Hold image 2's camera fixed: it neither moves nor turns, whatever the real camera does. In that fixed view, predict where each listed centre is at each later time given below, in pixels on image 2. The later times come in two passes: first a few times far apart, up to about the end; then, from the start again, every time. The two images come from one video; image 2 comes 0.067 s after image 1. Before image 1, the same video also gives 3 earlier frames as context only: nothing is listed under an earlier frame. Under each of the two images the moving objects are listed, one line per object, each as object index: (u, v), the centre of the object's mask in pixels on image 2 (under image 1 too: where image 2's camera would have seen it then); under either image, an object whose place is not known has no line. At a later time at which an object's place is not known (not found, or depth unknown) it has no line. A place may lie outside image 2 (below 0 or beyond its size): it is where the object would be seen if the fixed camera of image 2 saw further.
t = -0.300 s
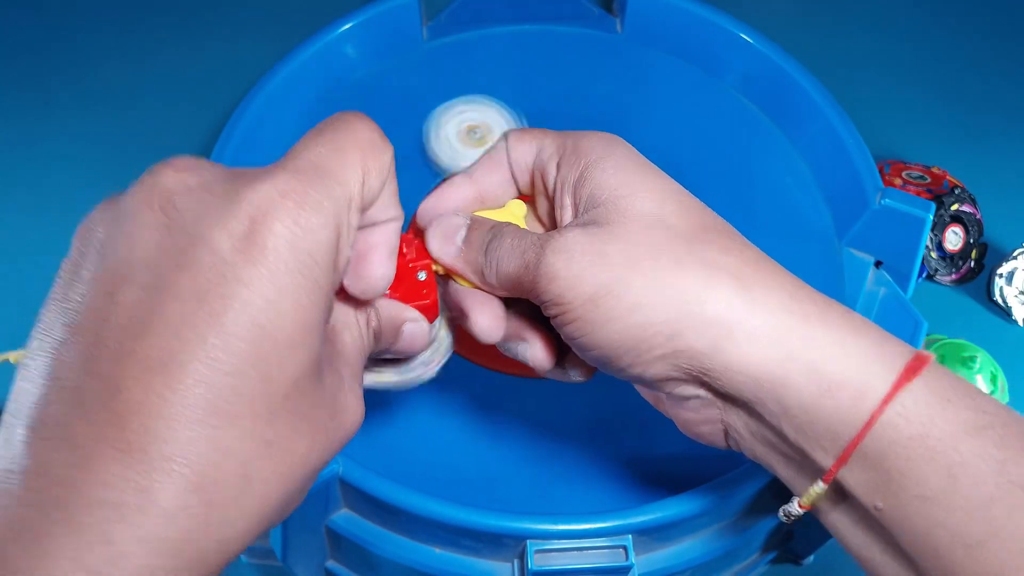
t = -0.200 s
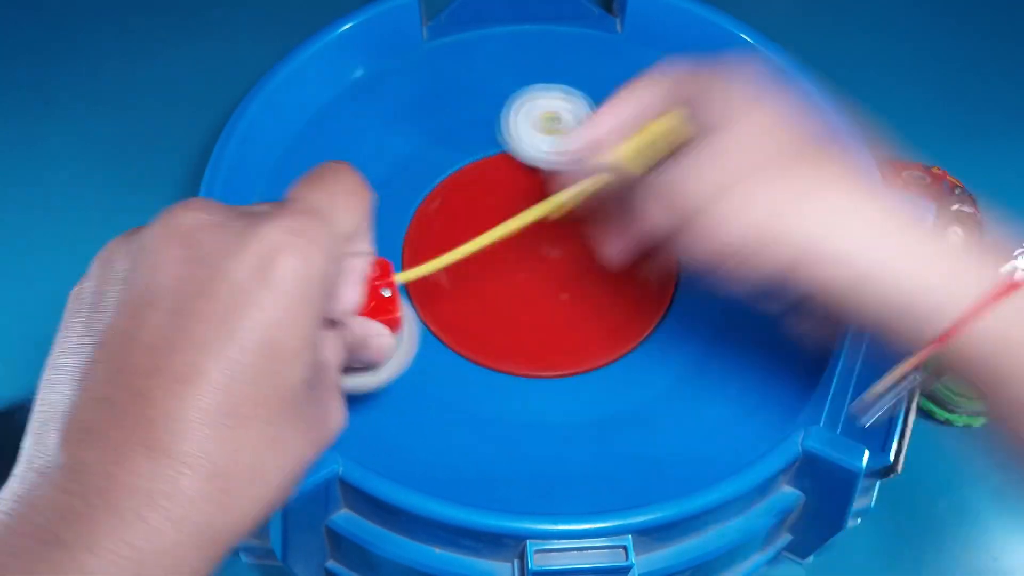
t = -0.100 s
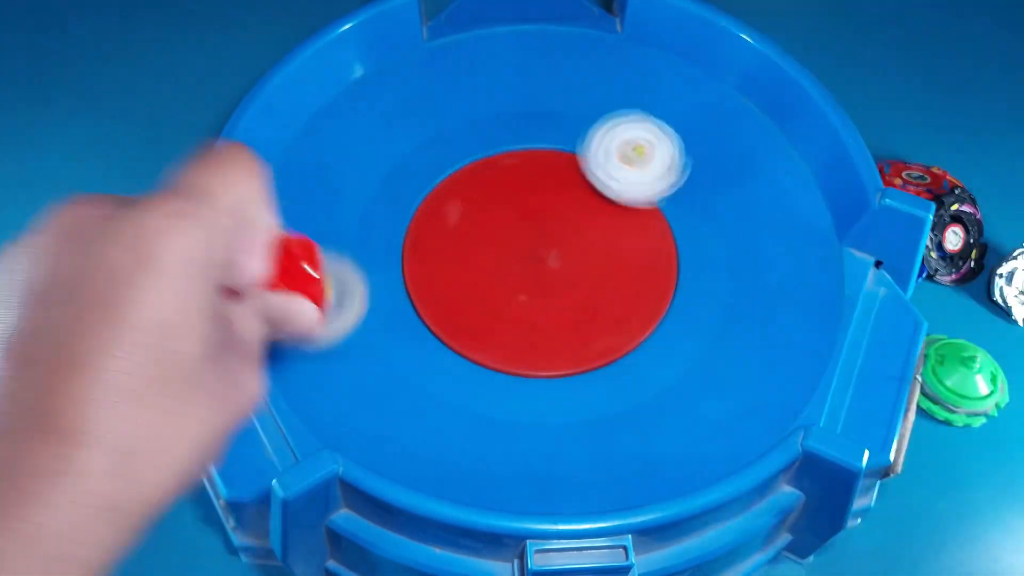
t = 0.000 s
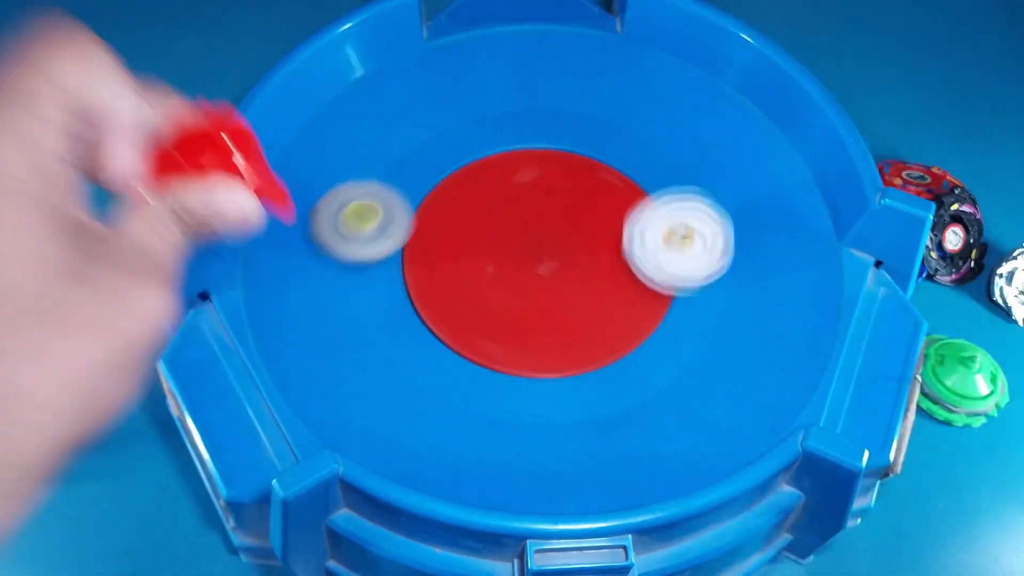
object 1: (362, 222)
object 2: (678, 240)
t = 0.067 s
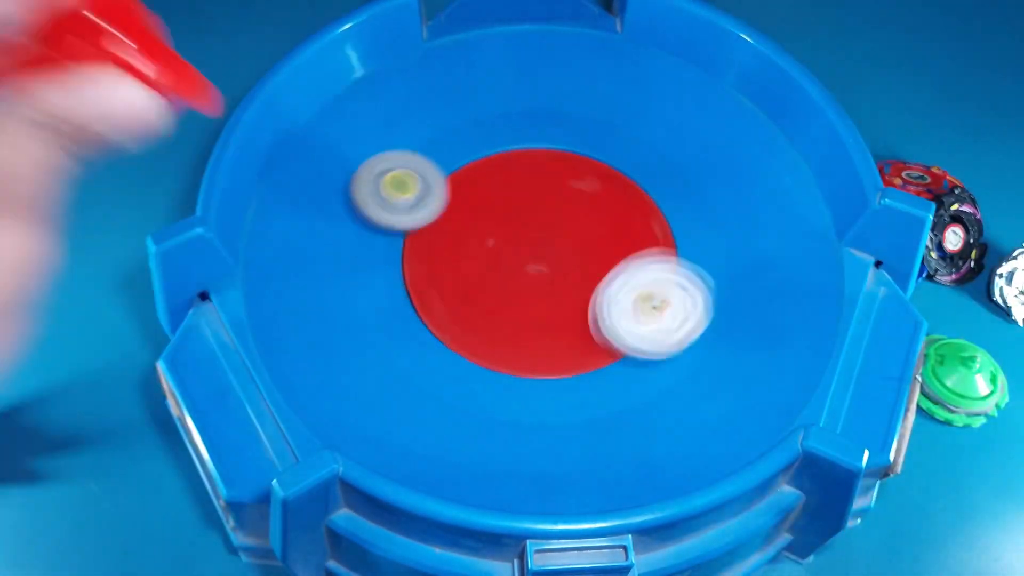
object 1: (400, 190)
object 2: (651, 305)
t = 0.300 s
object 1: (501, 129)
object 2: (410, 274)
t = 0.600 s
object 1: (609, 146)
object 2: (494, 132)
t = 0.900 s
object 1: (695, 292)
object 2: (561, 141)
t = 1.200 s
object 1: (551, 411)
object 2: (539, 304)
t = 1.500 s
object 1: (609, 411)
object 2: (385, 214)
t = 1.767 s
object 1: (494, 263)
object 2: (356, 214)
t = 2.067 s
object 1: (612, 213)
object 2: (527, 138)
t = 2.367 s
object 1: (573, 340)
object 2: (692, 250)
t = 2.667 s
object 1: (377, 350)
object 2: (790, 196)
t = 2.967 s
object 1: (468, 300)
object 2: (691, 170)
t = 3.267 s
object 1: (565, 81)
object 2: (616, 231)
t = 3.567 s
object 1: (509, 26)
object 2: (387, 241)
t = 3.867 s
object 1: (464, 116)
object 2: (336, 260)
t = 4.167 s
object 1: (623, 226)
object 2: (406, 287)
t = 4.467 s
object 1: (465, 362)
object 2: (544, 128)
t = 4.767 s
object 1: (507, 408)
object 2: (659, 96)
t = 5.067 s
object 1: (470, 274)
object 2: (641, 91)
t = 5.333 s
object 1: (510, 83)
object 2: (596, 140)
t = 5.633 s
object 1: (460, 47)
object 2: (618, 386)
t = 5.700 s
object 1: (453, 63)
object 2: (613, 399)
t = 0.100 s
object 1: (413, 181)
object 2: (620, 330)
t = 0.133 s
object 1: (425, 174)
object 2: (578, 346)
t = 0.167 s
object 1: (432, 168)
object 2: (534, 348)
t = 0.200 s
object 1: (454, 161)
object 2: (459, 327)
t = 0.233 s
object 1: (470, 150)
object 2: (438, 312)
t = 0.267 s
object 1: (485, 136)
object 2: (422, 294)
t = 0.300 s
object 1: (501, 129)
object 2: (410, 274)
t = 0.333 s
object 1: (516, 129)
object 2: (404, 252)
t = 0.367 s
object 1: (529, 132)
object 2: (401, 231)
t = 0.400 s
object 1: (543, 129)
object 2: (404, 213)
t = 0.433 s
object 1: (557, 129)
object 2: (411, 195)
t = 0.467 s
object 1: (569, 135)
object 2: (421, 178)
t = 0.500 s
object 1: (581, 136)
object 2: (434, 163)
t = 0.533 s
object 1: (592, 137)
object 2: (451, 151)
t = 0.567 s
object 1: (602, 140)
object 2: (471, 139)
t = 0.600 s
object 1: (609, 146)
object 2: (494, 132)
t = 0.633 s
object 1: (618, 151)
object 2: (518, 127)
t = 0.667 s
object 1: (640, 161)
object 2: (532, 127)
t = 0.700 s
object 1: (688, 189)
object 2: (520, 134)
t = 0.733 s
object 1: (733, 213)
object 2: (515, 144)
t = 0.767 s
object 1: (775, 228)
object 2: (519, 143)
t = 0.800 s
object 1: (805, 240)
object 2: (526, 142)
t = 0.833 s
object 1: (780, 251)
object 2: (534, 137)
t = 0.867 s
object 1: (735, 275)
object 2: (547, 138)
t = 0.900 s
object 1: (695, 292)
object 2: (561, 141)
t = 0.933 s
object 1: (661, 304)
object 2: (576, 147)
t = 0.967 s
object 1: (632, 316)
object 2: (591, 157)
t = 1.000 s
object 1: (611, 331)
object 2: (605, 171)
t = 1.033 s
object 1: (592, 349)
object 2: (616, 190)
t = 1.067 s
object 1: (573, 362)
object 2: (622, 214)
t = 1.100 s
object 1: (560, 371)
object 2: (619, 243)
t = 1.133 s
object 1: (554, 379)
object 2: (603, 271)
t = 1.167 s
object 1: (554, 391)
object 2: (575, 294)
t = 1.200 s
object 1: (551, 411)
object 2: (539, 304)
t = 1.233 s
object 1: (550, 430)
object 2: (496, 302)
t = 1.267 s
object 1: (554, 439)
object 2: (457, 292)
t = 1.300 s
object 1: (562, 446)
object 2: (423, 271)
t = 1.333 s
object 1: (571, 453)
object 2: (408, 245)
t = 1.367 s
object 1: (581, 459)
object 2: (400, 228)
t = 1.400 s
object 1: (588, 451)
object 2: (394, 216)
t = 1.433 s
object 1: (596, 440)
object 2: (391, 211)
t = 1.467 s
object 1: (604, 426)
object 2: (387, 211)
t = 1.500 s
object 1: (609, 411)
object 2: (385, 214)
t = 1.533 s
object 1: (612, 391)
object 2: (384, 216)
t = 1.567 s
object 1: (611, 370)
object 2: (384, 219)
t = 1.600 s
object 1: (600, 350)
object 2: (385, 221)
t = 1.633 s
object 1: (584, 332)
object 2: (387, 223)
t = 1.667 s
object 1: (559, 313)
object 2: (389, 226)
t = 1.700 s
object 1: (527, 295)
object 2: (391, 228)
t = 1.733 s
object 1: (491, 273)
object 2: (394, 230)
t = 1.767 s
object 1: (494, 263)
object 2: (356, 214)
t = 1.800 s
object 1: (504, 252)
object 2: (319, 194)
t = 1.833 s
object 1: (512, 241)
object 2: (298, 181)
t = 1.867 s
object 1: (525, 230)
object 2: (321, 176)
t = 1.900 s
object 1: (537, 222)
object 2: (357, 180)
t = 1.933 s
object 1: (552, 214)
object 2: (392, 175)
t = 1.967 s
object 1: (566, 208)
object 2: (421, 170)
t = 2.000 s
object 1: (582, 206)
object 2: (451, 165)
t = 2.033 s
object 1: (598, 208)
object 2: (486, 150)
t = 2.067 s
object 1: (612, 213)
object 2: (527, 138)
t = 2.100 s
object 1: (625, 222)
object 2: (573, 133)
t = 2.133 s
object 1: (635, 233)
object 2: (615, 139)
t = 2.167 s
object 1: (642, 247)
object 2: (643, 157)
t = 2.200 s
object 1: (645, 264)
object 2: (659, 173)
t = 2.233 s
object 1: (642, 282)
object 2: (668, 188)
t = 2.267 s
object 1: (635, 298)
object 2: (674, 204)
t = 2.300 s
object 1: (625, 312)
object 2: (676, 223)
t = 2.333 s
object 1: (613, 322)
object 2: (675, 247)
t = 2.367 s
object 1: (573, 340)
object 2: (692, 250)
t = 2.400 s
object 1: (528, 355)
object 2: (718, 243)
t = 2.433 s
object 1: (485, 351)
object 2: (739, 236)
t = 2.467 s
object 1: (447, 343)
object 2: (750, 233)
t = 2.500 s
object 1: (418, 337)
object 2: (762, 228)
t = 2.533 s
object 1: (397, 332)
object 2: (774, 222)
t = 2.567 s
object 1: (382, 331)
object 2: (784, 216)
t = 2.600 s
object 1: (376, 334)
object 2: (793, 208)
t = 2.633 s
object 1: (375, 340)
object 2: (799, 200)
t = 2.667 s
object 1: (377, 350)
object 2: (790, 196)
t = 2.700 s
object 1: (384, 361)
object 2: (781, 192)
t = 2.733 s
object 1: (396, 368)
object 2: (773, 187)
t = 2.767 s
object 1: (411, 370)
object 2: (764, 181)
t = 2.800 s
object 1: (429, 369)
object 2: (754, 177)
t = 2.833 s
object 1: (444, 362)
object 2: (741, 174)
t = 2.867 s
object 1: (453, 349)
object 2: (729, 171)
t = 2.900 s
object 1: (459, 335)
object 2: (717, 170)
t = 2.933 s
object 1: (468, 321)
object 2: (703, 170)
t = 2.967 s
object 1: (468, 300)
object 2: (691, 170)
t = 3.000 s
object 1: (464, 275)
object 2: (681, 166)
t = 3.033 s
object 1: (457, 243)
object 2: (667, 165)
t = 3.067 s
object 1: (457, 210)
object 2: (655, 165)
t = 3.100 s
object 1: (467, 178)
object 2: (643, 165)
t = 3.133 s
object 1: (485, 148)
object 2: (630, 171)
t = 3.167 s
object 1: (509, 123)
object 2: (626, 182)
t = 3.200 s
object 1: (533, 107)
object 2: (626, 197)
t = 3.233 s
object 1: (552, 93)
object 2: (622, 212)
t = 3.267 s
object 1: (565, 81)
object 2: (616, 231)
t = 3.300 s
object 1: (570, 74)
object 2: (606, 252)
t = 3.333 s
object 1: (568, 68)
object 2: (591, 275)
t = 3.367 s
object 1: (563, 61)
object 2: (567, 294)
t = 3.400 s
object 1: (556, 51)
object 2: (535, 306)
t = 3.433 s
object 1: (548, 41)
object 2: (495, 307)
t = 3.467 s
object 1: (539, 33)
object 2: (454, 298)
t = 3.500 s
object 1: (530, 28)
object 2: (419, 276)
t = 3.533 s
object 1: (520, 26)
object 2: (401, 254)
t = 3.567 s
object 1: (509, 26)
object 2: (387, 241)
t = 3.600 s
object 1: (499, 27)
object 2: (379, 234)
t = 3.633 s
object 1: (490, 31)
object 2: (372, 233)
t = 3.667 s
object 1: (482, 37)
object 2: (362, 238)
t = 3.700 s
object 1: (476, 48)
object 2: (357, 241)
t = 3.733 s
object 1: (472, 61)
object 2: (348, 244)
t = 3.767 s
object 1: (468, 74)
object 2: (342, 247)
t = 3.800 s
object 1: (465, 89)
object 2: (339, 251)
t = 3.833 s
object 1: (462, 104)
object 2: (336, 257)
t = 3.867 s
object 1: (464, 116)
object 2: (336, 260)
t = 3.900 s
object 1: (467, 129)
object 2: (339, 265)
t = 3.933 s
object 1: (470, 144)
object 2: (343, 268)
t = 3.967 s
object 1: (479, 155)
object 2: (351, 271)
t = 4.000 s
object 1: (494, 164)
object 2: (358, 274)
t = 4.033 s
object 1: (518, 169)
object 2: (367, 276)
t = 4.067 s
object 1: (547, 175)
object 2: (375, 281)
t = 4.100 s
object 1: (578, 185)
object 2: (386, 283)
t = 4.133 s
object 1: (605, 203)
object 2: (396, 285)
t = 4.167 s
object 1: (623, 226)
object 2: (406, 287)
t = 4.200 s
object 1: (633, 254)
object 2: (418, 286)
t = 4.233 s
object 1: (632, 285)
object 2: (423, 282)
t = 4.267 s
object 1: (619, 317)
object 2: (423, 264)
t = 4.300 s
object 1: (595, 342)
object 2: (423, 240)
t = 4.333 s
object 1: (563, 357)
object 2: (429, 209)
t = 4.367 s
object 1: (529, 365)
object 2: (445, 181)
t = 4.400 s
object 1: (500, 366)
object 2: (470, 158)
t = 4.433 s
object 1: (479, 364)
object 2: (503, 139)
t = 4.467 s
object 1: (465, 362)
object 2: (544, 128)
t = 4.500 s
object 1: (459, 363)
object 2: (580, 125)
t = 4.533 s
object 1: (456, 366)
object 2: (605, 125)
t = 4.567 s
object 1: (453, 374)
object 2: (621, 126)
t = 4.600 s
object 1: (451, 385)
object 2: (631, 123)
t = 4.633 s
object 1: (457, 395)
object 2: (639, 117)
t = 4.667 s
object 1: (467, 405)
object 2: (642, 111)
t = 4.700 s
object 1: (480, 410)
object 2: (648, 107)
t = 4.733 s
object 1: (494, 412)
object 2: (654, 102)
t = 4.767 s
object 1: (507, 408)
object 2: (659, 96)
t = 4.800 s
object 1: (522, 402)
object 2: (662, 92)
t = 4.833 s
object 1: (534, 391)
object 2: (663, 87)
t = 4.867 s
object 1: (538, 377)
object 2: (664, 84)
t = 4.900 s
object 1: (539, 363)
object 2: (662, 82)
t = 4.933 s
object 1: (540, 349)
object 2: (661, 82)
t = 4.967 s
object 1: (534, 334)
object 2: (656, 83)
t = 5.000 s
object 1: (519, 316)
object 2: (653, 84)
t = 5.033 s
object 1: (495, 297)
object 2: (647, 88)
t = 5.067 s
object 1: (470, 274)
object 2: (641, 91)
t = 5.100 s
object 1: (454, 245)
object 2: (635, 98)
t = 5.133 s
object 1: (447, 215)
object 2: (629, 104)
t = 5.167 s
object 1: (447, 183)
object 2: (625, 111)
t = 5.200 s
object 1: (458, 150)
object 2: (619, 114)
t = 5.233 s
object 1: (475, 124)
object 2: (611, 119)
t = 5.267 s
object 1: (491, 107)
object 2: (606, 126)
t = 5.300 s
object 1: (503, 92)
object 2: (602, 131)
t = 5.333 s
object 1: (510, 83)
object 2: (596, 140)
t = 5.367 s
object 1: (511, 77)
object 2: (602, 153)
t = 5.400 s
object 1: (508, 73)
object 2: (616, 173)
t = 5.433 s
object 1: (502, 67)
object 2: (639, 199)
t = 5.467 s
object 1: (495, 60)
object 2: (660, 234)
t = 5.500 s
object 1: (488, 53)
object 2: (665, 274)
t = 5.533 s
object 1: (480, 47)
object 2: (657, 317)
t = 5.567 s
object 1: (472, 44)
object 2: (638, 349)
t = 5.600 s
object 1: (465, 45)
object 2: (623, 373)
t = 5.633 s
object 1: (460, 47)
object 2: (618, 386)
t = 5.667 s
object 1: (455, 53)
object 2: (616, 395)
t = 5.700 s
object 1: (453, 63)
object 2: (613, 399)
